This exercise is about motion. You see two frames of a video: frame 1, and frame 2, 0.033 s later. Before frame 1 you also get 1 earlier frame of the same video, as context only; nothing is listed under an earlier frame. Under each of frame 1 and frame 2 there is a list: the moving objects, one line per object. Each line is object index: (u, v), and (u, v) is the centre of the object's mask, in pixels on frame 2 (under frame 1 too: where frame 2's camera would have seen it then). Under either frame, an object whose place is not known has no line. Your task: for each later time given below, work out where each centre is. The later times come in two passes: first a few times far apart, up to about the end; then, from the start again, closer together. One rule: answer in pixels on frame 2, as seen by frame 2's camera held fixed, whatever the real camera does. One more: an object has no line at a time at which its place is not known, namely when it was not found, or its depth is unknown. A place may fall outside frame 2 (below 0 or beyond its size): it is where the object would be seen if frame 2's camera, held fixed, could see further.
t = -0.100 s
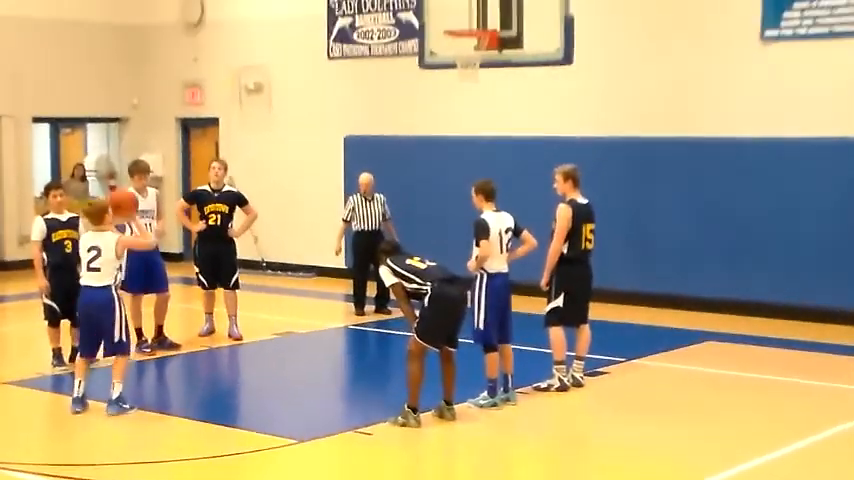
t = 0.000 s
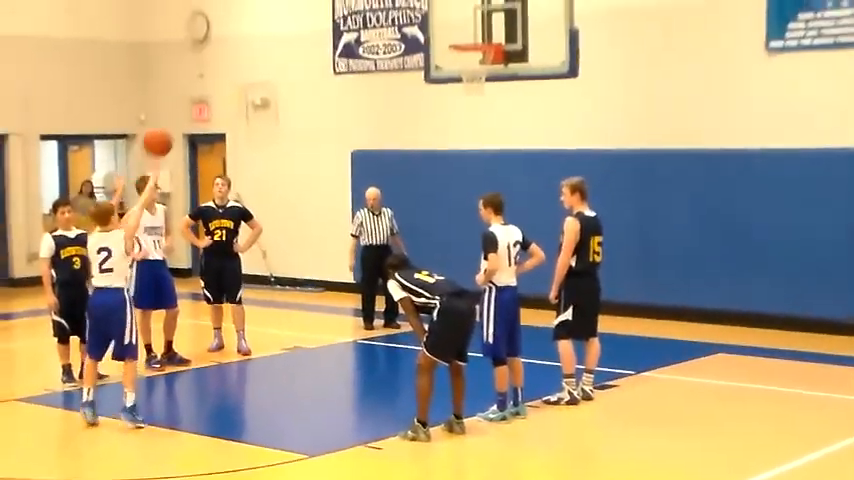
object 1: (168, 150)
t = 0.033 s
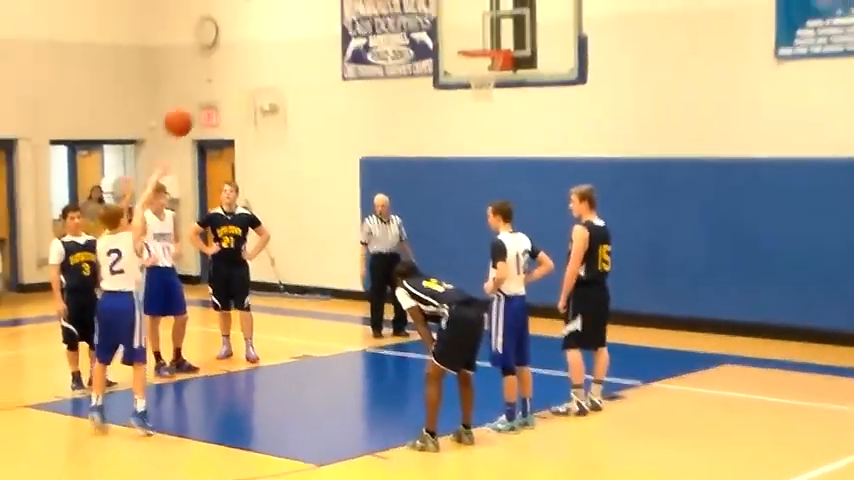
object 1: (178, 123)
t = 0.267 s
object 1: (259, -14)
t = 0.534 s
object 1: (343, -77)
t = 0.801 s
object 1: (420, -56)
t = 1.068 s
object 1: (487, 35)
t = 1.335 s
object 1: (457, 73)
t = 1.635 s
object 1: (471, 126)
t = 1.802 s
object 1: (482, 197)
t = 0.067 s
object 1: (189, 98)
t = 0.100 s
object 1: (202, 76)
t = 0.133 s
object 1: (213, 55)
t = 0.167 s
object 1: (225, 35)
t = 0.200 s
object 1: (236, 17)
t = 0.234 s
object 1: (247, 2)
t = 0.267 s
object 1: (259, -14)
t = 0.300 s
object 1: (269, -27)
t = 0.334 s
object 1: (279, -39)
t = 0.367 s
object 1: (291, -50)
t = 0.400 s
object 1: (301, -58)
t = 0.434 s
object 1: (312, -64)
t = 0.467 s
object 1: (323, -70)
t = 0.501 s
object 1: (334, -74)
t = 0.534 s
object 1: (343, -77)
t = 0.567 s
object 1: (355, -78)
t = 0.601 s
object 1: (363, -79)
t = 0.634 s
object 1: (372, -78)
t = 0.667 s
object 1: (382, -76)
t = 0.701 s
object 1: (392, -73)
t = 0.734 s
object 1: (401, -68)
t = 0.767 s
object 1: (410, -63)
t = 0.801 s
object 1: (420, -56)
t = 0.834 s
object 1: (429, -48)
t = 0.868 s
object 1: (439, -39)
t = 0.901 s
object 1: (446, -29)
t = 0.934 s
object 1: (455, -18)
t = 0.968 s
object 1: (463, -7)
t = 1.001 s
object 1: (471, 6)
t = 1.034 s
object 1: (480, 20)
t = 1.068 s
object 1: (487, 35)
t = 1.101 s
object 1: (494, 48)
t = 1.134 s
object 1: (487, 57)
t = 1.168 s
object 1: (473, 64)
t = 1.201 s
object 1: (464, 69)
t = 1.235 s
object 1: (460, 72)
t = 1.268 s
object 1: (458, 72)
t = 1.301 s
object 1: (457, 72)
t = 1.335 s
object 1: (457, 73)
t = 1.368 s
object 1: (458, 74)
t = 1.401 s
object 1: (459, 76)
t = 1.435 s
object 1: (459, 80)
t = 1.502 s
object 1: (464, 93)
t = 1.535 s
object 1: (466, 99)
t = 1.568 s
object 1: (468, 106)
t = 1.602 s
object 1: (470, 116)
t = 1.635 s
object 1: (471, 126)
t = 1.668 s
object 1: (473, 138)
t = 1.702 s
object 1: (475, 150)
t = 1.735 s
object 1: (475, 165)
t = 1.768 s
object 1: (477, 178)
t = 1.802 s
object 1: (482, 197)
